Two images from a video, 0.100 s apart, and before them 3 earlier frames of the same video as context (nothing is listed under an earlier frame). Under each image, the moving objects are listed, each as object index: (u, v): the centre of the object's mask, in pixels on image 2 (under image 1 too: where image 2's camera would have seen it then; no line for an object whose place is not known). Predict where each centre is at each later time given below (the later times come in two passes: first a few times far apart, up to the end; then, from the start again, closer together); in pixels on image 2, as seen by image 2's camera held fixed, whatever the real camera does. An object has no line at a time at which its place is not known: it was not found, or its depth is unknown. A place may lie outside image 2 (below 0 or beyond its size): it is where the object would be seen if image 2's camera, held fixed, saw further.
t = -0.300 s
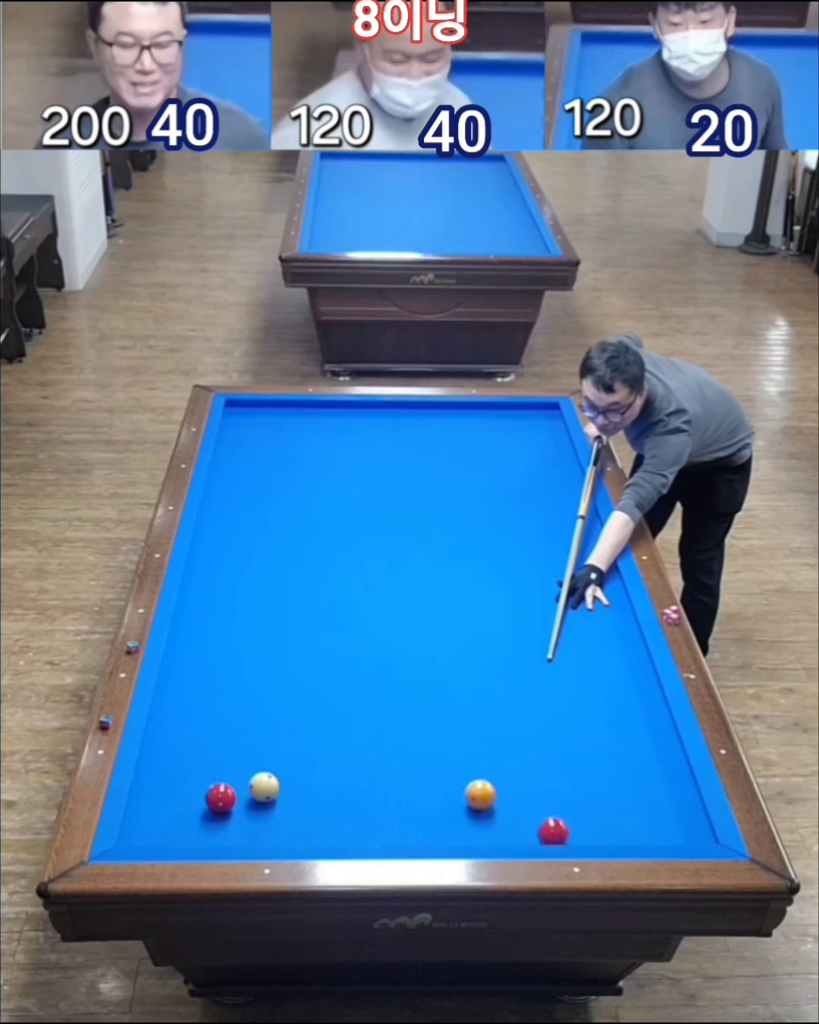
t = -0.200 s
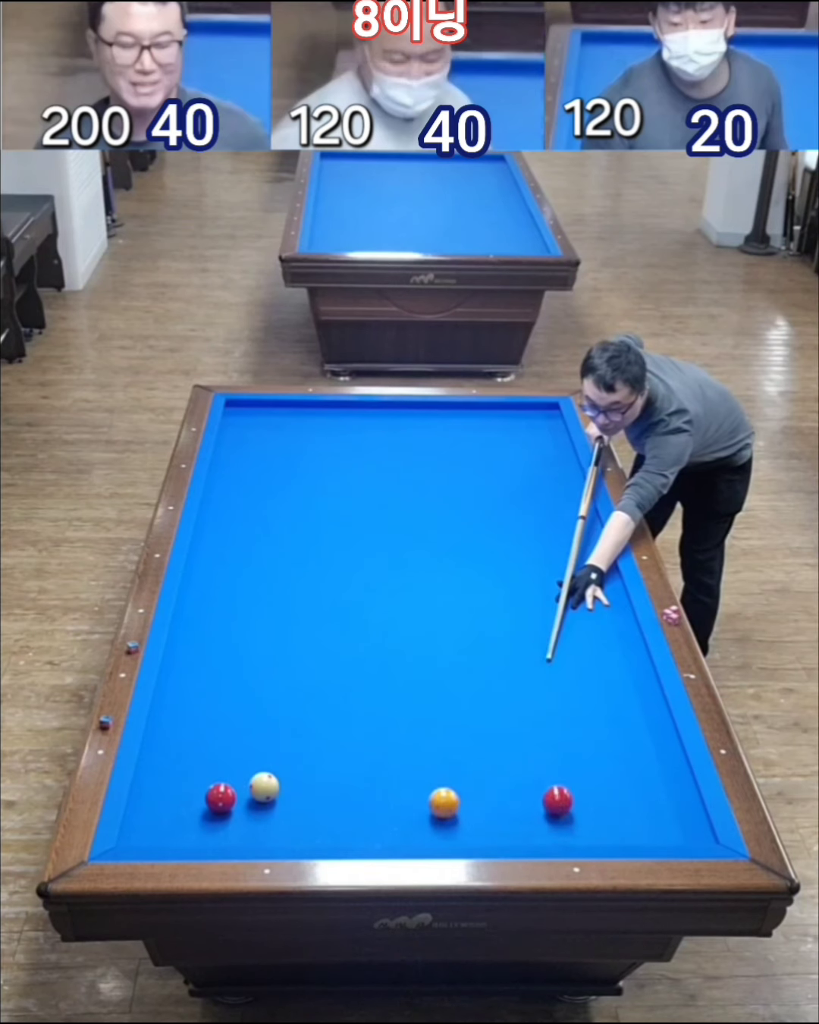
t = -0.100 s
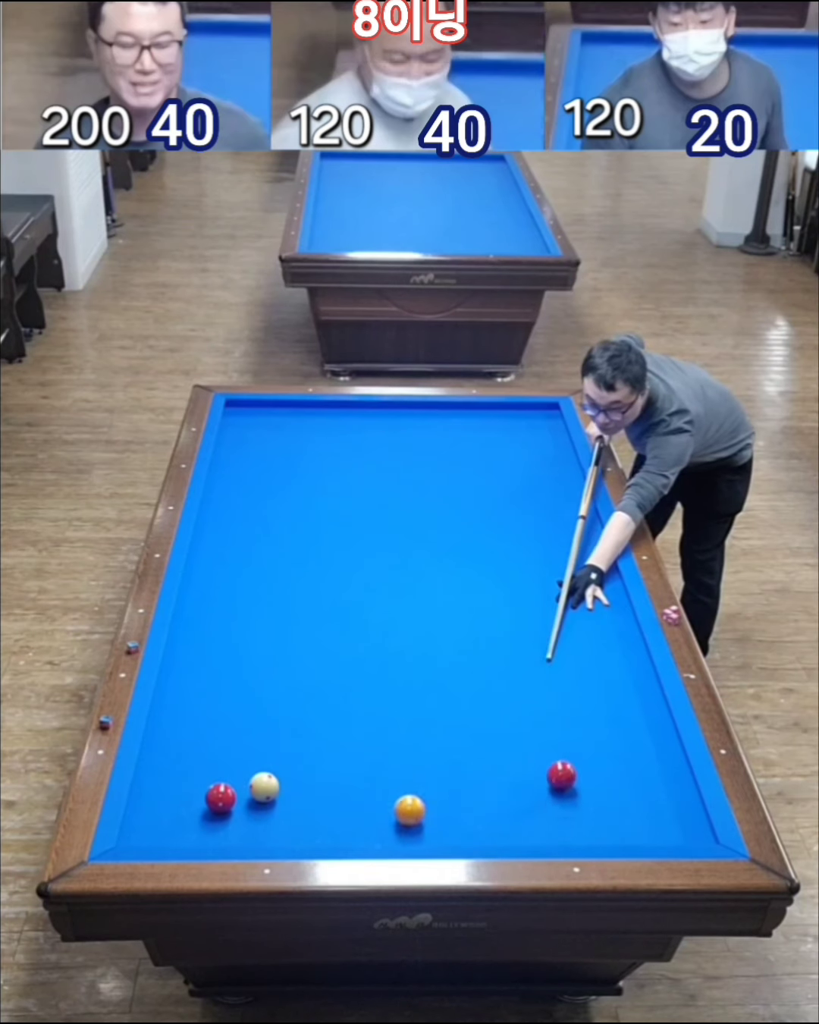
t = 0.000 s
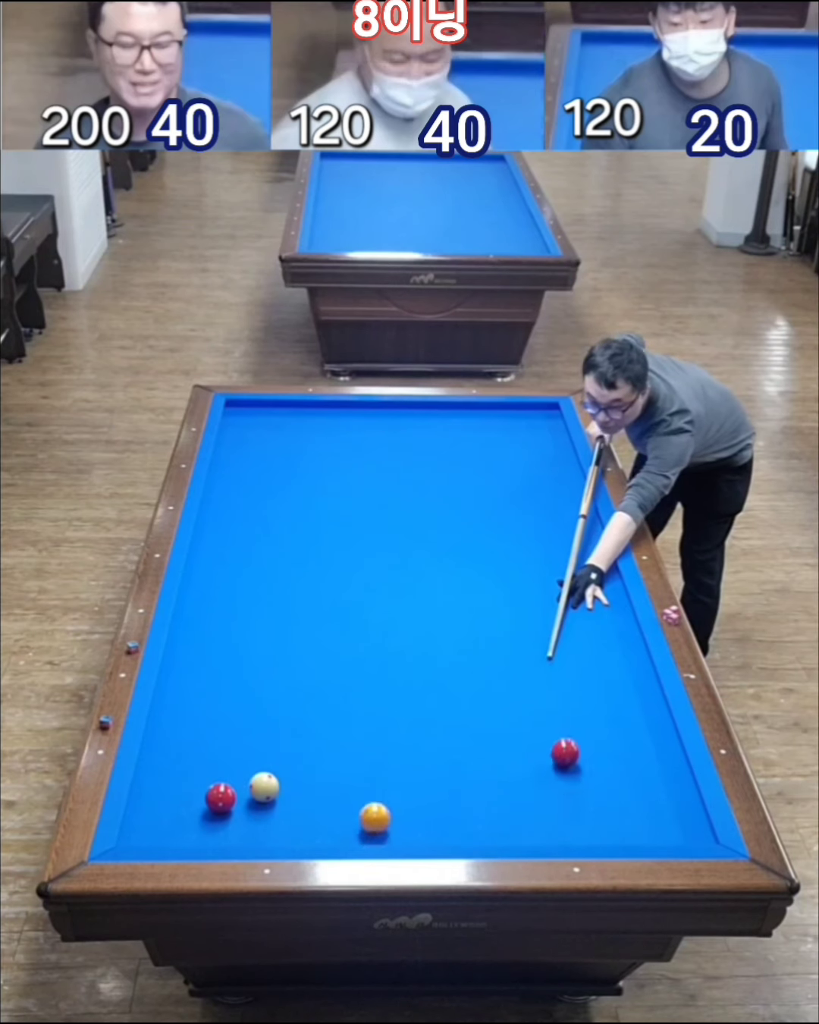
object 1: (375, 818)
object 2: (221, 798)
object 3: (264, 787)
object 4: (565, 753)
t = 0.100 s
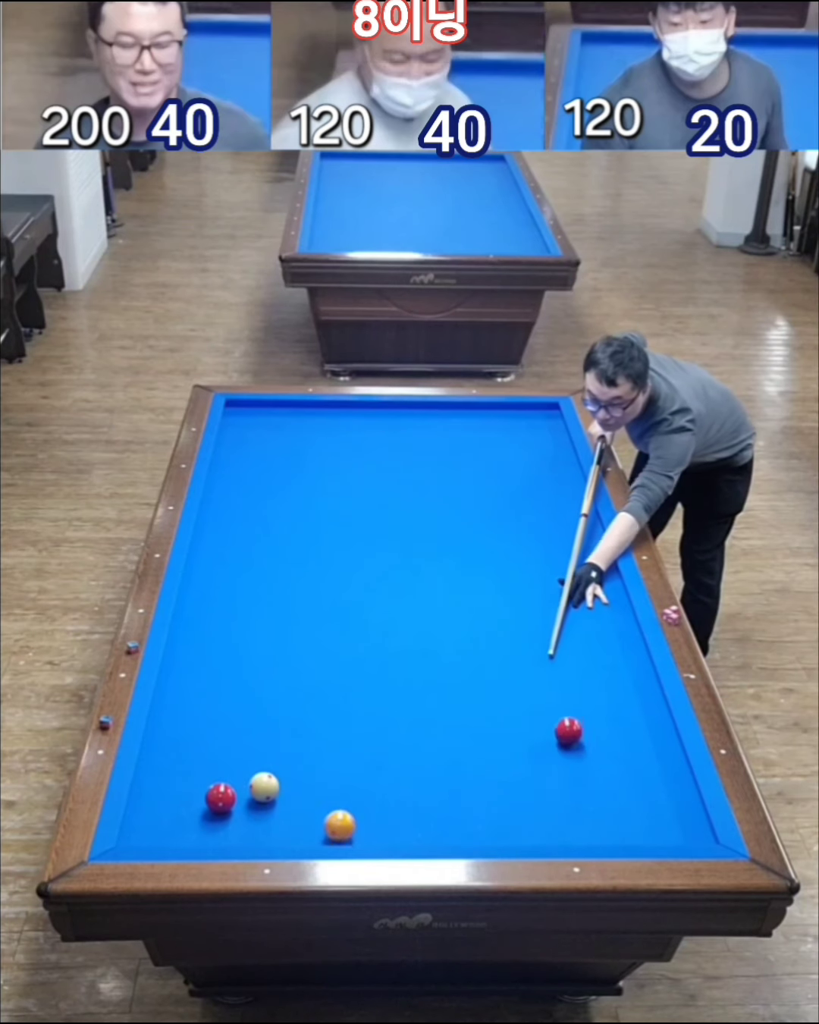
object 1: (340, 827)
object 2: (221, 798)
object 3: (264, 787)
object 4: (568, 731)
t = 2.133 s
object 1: (243, 727)
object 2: (265, 805)
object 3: (324, 771)
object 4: (547, 463)
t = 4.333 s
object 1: (311, 651)
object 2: (276, 806)
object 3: (376, 758)
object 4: (484, 455)
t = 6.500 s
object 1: (342, 616)
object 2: (276, 806)
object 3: (377, 757)
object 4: (405, 569)
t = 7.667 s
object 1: (342, 616)
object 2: (276, 806)
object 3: (377, 757)
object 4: (393, 584)
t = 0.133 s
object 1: (328, 829)
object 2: (221, 798)
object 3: (264, 787)
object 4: (569, 724)
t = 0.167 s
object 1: (316, 831)
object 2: (221, 798)
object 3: (264, 787)
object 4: (570, 717)
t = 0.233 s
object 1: (293, 834)
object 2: (221, 798)
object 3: (264, 787)
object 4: (573, 704)
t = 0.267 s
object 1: (281, 835)
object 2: (221, 798)
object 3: (264, 787)
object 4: (574, 698)
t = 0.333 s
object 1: (257, 833)
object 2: (221, 798)
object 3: (264, 787)
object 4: (576, 685)
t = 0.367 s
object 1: (246, 832)
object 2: (221, 798)
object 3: (264, 787)
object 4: (577, 679)
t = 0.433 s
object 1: (222, 830)
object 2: (221, 798)
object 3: (264, 787)
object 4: (579, 667)
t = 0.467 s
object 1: (210, 829)
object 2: (221, 798)
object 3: (264, 787)
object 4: (580, 661)
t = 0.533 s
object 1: (187, 827)
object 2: (221, 798)
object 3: (264, 787)
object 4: (582, 650)
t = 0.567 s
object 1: (176, 825)
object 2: (221, 798)
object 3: (264, 787)
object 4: (583, 644)
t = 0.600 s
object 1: (165, 824)
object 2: (221, 798)
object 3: (264, 787)
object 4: (584, 639)
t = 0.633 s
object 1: (153, 823)
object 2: (221, 798)
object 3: (264, 787)
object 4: (585, 633)
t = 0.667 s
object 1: (142, 822)
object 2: (221, 798)
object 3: (264, 787)
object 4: (585, 628)
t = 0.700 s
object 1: (144, 819)
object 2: (221, 798)
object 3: (264, 787)
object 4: (586, 623)
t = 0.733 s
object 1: (152, 816)
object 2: (221, 798)
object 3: (264, 787)
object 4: (587, 618)
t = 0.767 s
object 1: (161, 813)
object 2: (221, 798)
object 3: (264, 787)
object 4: (588, 613)
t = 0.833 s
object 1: (174, 807)
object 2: (221, 798)
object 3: (264, 787)
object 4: (590, 603)
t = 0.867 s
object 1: (180, 804)
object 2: (221, 798)
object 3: (264, 787)
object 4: (591, 598)
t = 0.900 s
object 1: (186, 801)
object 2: (221, 798)
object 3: (264, 787)
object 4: (592, 594)
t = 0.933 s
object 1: (190, 798)
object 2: (223, 798)
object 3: (264, 787)
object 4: (593, 589)
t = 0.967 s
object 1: (191, 796)
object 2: (228, 797)
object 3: (264, 787)
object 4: (593, 584)
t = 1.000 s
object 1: (192, 794)
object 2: (232, 797)
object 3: (264, 787)
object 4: (594, 580)
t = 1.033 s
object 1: (194, 792)
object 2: (237, 797)
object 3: (265, 787)
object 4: (595, 575)
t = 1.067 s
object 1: (196, 789)
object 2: (238, 797)
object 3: (267, 786)
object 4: (596, 571)
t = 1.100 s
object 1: (198, 787)
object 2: (239, 797)
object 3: (269, 786)
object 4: (597, 567)
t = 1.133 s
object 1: (199, 785)
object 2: (239, 798)
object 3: (271, 785)
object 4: (597, 562)
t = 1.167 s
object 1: (201, 782)
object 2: (240, 798)
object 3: (273, 785)
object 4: (598, 558)
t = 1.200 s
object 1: (202, 780)
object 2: (241, 798)
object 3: (275, 784)
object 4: (599, 554)
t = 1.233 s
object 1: (204, 778)
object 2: (243, 798)
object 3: (277, 783)
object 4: (600, 550)
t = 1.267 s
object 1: (206, 776)
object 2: (244, 799)
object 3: (279, 783)
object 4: (599, 546)
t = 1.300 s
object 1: (207, 774)
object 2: (244, 799)
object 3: (281, 782)
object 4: (597, 542)
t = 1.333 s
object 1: (209, 772)
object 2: (245, 800)
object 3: (283, 782)
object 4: (594, 538)
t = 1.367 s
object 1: (210, 770)
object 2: (246, 800)
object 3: (285, 782)
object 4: (592, 535)
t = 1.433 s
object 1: (213, 765)
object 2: (248, 801)
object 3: (289, 781)
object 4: (587, 528)
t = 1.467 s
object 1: (215, 763)
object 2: (249, 801)
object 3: (291, 780)
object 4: (585, 524)
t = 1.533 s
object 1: (218, 759)
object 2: (251, 801)
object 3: (294, 779)
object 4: (581, 518)
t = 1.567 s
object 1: (219, 757)
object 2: (252, 802)
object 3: (296, 779)
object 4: (579, 514)
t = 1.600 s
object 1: (221, 755)
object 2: (253, 802)
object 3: (298, 778)
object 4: (577, 511)
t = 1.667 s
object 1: (224, 751)
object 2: (255, 803)
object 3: (301, 777)
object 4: (573, 505)
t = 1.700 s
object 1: (225, 750)
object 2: (255, 803)
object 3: (303, 777)
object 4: (571, 501)
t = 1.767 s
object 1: (228, 746)
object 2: (257, 803)
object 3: (307, 776)
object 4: (567, 495)
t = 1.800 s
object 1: (229, 744)
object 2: (258, 803)
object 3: (308, 776)
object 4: (565, 492)
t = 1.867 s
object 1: (233, 740)
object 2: (260, 804)
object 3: (312, 775)
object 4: (562, 486)
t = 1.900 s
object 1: (234, 739)
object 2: (260, 804)
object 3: (313, 774)
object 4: (560, 483)
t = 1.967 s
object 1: (236, 735)
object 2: (262, 805)
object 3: (316, 773)
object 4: (556, 477)
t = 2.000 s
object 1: (238, 733)
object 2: (263, 805)
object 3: (318, 773)
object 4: (554, 474)
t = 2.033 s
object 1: (239, 732)
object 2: (263, 805)
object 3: (319, 773)
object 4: (553, 472)
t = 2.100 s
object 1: (242, 728)
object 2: (265, 805)
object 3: (322, 772)
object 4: (549, 466)
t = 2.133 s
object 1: (243, 727)
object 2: (265, 805)
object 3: (324, 771)
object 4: (547, 463)
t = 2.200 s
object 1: (246, 724)
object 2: (267, 806)
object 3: (327, 771)
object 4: (544, 458)
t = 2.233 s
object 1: (247, 722)
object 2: (267, 806)
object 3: (328, 770)
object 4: (543, 455)
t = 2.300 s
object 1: (249, 719)
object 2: (268, 806)
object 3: (331, 769)
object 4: (539, 450)
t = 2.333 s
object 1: (251, 718)
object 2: (269, 806)
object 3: (332, 769)
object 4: (538, 448)
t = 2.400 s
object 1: (253, 714)
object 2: (270, 806)
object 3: (335, 769)
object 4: (535, 443)
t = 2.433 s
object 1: (254, 713)
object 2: (270, 807)
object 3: (336, 768)
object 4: (533, 440)
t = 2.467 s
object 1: (256, 711)
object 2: (271, 807)
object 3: (337, 768)
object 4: (532, 438)
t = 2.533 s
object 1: (258, 708)
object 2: (272, 807)
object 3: (340, 767)
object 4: (529, 433)
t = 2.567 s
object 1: (259, 707)
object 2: (272, 807)
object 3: (341, 767)
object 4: (527, 431)
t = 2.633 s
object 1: (262, 704)
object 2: (273, 807)
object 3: (343, 766)
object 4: (524, 426)
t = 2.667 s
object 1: (263, 703)
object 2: (273, 807)
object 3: (344, 766)
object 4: (523, 424)
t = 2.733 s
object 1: (265, 700)
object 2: (274, 807)
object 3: (346, 765)
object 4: (520, 419)
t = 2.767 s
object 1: (266, 699)
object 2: (274, 807)
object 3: (348, 765)
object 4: (519, 417)
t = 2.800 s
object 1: (268, 697)
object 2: (274, 807)
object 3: (349, 765)
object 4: (518, 415)
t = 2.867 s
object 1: (270, 695)
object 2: (275, 807)
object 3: (351, 764)
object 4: (515, 410)
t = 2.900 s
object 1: (271, 694)
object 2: (275, 807)
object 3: (352, 764)
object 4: (514, 408)
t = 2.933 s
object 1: (272, 692)
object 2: (275, 807)
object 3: (353, 764)
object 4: (513, 407)
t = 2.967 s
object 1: (273, 691)
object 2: (275, 807)
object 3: (354, 763)
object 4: (512, 408)
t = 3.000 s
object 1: (274, 690)
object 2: (276, 807)
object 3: (355, 763)
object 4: (511, 410)
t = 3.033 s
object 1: (275, 689)
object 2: (276, 807)
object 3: (356, 763)
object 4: (511, 411)
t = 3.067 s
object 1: (276, 687)
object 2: (276, 807)
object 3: (356, 763)
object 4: (510, 412)
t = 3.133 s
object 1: (278, 685)
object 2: (276, 807)
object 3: (358, 762)
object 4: (509, 414)
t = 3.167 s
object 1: (279, 684)
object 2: (276, 807)
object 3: (359, 762)
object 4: (508, 415)
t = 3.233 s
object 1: (281, 682)
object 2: (276, 807)
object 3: (361, 762)
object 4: (507, 417)
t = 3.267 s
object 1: (282, 681)
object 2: (276, 807)
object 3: (362, 761)
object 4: (506, 419)
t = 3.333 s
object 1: (284, 679)
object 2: (276, 807)
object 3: (363, 761)
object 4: (504, 421)
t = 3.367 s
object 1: (285, 677)
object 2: (276, 807)
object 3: (364, 761)
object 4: (504, 422)
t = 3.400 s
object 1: (286, 676)
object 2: (276, 807)
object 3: (364, 761)
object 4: (503, 423)
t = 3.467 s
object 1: (288, 674)
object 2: (276, 806)
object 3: (366, 760)
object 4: (502, 425)
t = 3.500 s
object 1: (289, 673)
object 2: (276, 806)
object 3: (366, 760)
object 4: (501, 427)
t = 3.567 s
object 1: (291, 671)
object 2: (276, 806)
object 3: (368, 760)
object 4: (500, 429)
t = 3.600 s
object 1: (292, 670)
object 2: (276, 806)
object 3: (368, 760)
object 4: (499, 430)
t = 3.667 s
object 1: (294, 668)
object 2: (276, 806)
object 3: (369, 760)
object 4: (498, 432)
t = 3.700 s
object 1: (295, 667)
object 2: (276, 806)
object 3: (370, 760)
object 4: (497, 434)
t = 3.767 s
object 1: (297, 665)
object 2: (276, 806)
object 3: (371, 759)
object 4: (496, 436)
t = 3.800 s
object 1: (298, 664)
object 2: (276, 806)
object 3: (372, 759)
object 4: (495, 437)
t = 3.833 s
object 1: (299, 663)
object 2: (276, 806)
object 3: (372, 759)
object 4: (494, 438)
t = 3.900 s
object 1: (301, 661)
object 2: (276, 806)
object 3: (373, 759)
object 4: (493, 440)
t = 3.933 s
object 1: (302, 660)
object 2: (276, 806)
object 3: (373, 759)
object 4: (492, 441)
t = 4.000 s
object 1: (303, 659)
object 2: (276, 806)
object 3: (374, 759)
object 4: (491, 444)
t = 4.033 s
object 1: (304, 658)
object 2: (276, 806)
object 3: (374, 758)
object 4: (490, 445)
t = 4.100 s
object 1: (306, 656)
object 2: (276, 806)
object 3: (375, 758)
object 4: (488, 447)
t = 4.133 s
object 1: (307, 655)
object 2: (276, 806)
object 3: (375, 758)
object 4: (488, 448)
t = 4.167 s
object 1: (307, 655)
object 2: (276, 806)
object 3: (375, 758)
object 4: (487, 449)
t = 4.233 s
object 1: (309, 653)
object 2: (276, 806)
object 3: (376, 758)
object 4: (486, 451)
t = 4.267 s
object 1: (310, 652)
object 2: (276, 806)
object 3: (376, 758)
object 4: (485, 452)
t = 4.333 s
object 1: (311, 651)
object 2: (276, 806)
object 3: (376, 758)
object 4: (484, 455)
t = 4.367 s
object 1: (312, 650)
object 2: (276, 806)
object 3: (376, 757)
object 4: (483, 456)
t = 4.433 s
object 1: (314, 648)
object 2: (276, 806)
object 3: (376, 757)
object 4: (482, 458)
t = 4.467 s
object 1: (314, 648)
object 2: (276, 806)
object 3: (376, 757)
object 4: (481, 459)
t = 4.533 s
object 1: (316, 646)
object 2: (276, 806)
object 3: (377, 757)
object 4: (479, 461)
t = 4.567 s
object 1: (316, 645)
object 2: (276, 806)
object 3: (377, 757)
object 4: (479, 462)
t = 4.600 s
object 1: (317, 645)
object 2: (276, 806)
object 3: (377, 757)
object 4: (478, 463)
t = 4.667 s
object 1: (318, 643)
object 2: (276, 806)
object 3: (377, 757)
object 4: (477, 465)
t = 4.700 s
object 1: (319, 643)
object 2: (276, 806)
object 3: (377, 757)
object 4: (476, 466)
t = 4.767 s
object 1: (320, 641)
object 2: (276, 806)
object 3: (377, 757)
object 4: (474, 468)
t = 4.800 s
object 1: (321, 641)
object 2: (276, 806)
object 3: (377, 757)
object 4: (474, 470)
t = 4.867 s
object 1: (322, 639)
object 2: (276, 806)
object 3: (377, 757)
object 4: (472, 472)
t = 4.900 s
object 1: (322, 639)
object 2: (276, 806)
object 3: (377, 757)
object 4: (472, 473)
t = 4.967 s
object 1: (324, 638)
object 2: (276, 806)
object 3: (377, 757)
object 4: (470, 475)
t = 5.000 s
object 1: (324, 637)
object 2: (276, 806)
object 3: (377, 757)
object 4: (470, 476)
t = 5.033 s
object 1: (325, 636)
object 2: (276, 806)
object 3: (377, 757)
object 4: (469, 477)
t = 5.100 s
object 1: (326, 635)
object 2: (276, 806)
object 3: (377, 757)
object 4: (468, 479)
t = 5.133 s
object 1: (326, 635)
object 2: (276, 806)
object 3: (377, 757)
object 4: (467, 480)
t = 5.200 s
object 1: (327, 634)
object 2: (276, 806)
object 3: (377, 757)
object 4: (466, 482)
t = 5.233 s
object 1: (328, 633)
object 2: (276, 806)
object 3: (377, 757)
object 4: (465, 483)
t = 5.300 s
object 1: (329, 632)
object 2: (276, 806)
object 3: (377, 757)
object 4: (464, 485)
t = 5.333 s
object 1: (329, 631)
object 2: (276, 806)
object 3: (377, 757)
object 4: (463, 486)
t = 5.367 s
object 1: (330, 631)
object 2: (276, 806)
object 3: (377, 757)
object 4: (462, 488)
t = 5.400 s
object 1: (330, 630)
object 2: (276, 806)
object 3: (377, 757)
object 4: (461, 488)
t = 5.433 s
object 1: (330, 630)
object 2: (276, 806)
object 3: (377, 758)
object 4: (461, 489)
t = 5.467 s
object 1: (331, 630)
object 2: (276, 806)
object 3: (377, 757)
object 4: (460, 490)
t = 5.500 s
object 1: (331, 629)
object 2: (276, 806)
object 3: (377, 757)
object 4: (459, 491)
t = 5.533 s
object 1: (332, 629)
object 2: (276, 806)
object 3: (377, 757)
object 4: (459, 492)
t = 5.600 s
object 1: (333, 628)
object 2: (276, 806)
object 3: (377, 757)
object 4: (457, 494)
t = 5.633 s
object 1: (333, 627)
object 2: (276, 806)
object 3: (377, 757)
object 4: (457, 495)
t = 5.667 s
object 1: (333, 627)
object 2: (276, 806)
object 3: (377, 757)
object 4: (456, 496)
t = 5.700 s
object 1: (334, 627)
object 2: (276, 806)
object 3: (377, 757)
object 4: (455, 498)
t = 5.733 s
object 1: (335, 625)
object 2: (276, 806)
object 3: (377, 757)
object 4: (453, 500)
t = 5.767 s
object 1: (336, 624)
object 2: (276, 806)
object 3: (377, 757)
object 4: (451, 504)
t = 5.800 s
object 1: (337, 622)
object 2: (276, 806)
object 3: (377, 757)
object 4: (448, 508)
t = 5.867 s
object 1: (339, 620)
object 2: (276, 806)
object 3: (377, 757)
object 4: (443, 515)
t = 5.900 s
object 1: (340, 619)
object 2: (276, 806)
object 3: (377, 757)
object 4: (440, 519)
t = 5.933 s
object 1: (341, 618)
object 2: (276, 806)
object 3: (377, 757)
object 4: (438, 522)
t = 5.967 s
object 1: (341, 617)
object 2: (276, 806)
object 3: (377, 757)
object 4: (435, 526)
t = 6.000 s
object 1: (342, 617)
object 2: (276, 806)
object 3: (377, 757)
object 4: (433, 529)
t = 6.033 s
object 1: (342, 616)
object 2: (276, 806)
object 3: (377, 757)
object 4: (431, 533)
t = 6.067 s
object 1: (342, 616)
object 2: (276, 806)
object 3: (377, 757)
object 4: (429, 536)
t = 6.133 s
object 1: (342, 616)
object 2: (276, 806)
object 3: (377, 757)
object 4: (425, 542)
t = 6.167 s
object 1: (342, 616)
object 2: (276, 806)
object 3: (377, 757)
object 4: (423, 545)
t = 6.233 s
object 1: (342, 616)
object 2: (276, 806)
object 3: (377, 757)
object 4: (418, 551)
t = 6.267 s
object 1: (342, 616)
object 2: (276, 806)
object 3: (377, 757)
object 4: (416, 553)
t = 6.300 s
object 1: (342, 616)
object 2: (276, 806)
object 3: (377, 757)
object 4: (414, 556)
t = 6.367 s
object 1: (342, 616)
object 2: (276, 806)
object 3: (377, 757)
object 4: (411, 561)
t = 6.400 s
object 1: (342, 616)
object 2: (276, 806)
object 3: (377, 757)
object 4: (410, 563)
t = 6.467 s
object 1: (342, 616)
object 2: (276, 806)
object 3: (377, 757)
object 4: (407, 567)
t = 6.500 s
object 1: (342, 616)
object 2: (276, 806)
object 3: (377, 757)
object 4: (405, 569)
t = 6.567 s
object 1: (342, 616)
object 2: (276, 806)
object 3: (377, 757)
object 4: (403, 573)
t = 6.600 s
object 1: (342, 616)
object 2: (276, 806)
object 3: (377, 757)
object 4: (401, 575)
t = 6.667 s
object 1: (342, 616)
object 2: (276, 806)
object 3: (377, 757)
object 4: (399, 578)
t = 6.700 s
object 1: (342, 616)
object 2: (276, 806)
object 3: (377, 757)
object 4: (398, 579)
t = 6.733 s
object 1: (342, 616)
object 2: (276, 806)
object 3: (377, 757)
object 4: (397, 580)
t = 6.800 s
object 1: (342, 616)
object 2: (276, 806)
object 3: (377, 757)
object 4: (394, 581)
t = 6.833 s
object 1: (342, 616)
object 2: (276, 806)
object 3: (377, 757)
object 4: (394, 582)
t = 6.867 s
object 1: (342, 616)
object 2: (276, 806)
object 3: (377, 757)
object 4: (393, 582)
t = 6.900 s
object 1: (342, 616)
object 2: (276, 806)
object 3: (377, 757)
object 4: (393, 583)
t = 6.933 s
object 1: (342, 616)
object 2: (276, 806)
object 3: (377, 757)
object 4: (393, 583)
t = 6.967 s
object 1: (342, 616)
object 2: (276, 806)
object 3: (377, 757)
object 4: (393, 584)
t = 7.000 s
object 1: (342, 616)
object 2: (276, 806)
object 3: (377, 757)
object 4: (393, 584)
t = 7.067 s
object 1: (342, 616)
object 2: (276, 806)
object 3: (377, 757)
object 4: (393, 584)
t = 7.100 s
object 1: (342, 616)
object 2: (276, 806)
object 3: (377, 757)
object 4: (393, 584)
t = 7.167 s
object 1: (342, 616)
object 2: (276, 806)
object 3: (377, 757)
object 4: (393, 584)
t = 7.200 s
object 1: (342, 616)
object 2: (276, 806)
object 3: (377, 757)
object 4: (393, 584)
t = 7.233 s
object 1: (342, 616)
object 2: (276, 806)
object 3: (377, 757)
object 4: (393, 584)
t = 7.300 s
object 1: (342, 616)
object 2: (276, 806)
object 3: (377, 757)
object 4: (393, 584)
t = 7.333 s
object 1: (342, 616)
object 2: (276, 806)
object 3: (377, 757)
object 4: (393, 584)
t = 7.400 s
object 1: (342, 616)
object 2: (276, 806)
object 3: (377, 757)
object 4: (393, 584)
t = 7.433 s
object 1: (342, 616)
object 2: (276, 806)
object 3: (377, 757)
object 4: (393, 584)
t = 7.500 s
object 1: (342, 616)
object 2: (276, 806)
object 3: (377, 757)
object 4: (393, 584)
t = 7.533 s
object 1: (342, 616)
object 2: (276, 806)
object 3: (377, 757)
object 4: (393, 584)
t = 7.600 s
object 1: (342, 616)
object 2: (276, 806)
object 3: (377, 757)
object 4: (393, 584)
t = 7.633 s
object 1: (342, 616)
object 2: (276, 806)
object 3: (377, 757)
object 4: (393, 584)
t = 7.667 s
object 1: (342, 616)
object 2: (276, 806)
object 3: (377, 757)
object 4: (393, 584)
